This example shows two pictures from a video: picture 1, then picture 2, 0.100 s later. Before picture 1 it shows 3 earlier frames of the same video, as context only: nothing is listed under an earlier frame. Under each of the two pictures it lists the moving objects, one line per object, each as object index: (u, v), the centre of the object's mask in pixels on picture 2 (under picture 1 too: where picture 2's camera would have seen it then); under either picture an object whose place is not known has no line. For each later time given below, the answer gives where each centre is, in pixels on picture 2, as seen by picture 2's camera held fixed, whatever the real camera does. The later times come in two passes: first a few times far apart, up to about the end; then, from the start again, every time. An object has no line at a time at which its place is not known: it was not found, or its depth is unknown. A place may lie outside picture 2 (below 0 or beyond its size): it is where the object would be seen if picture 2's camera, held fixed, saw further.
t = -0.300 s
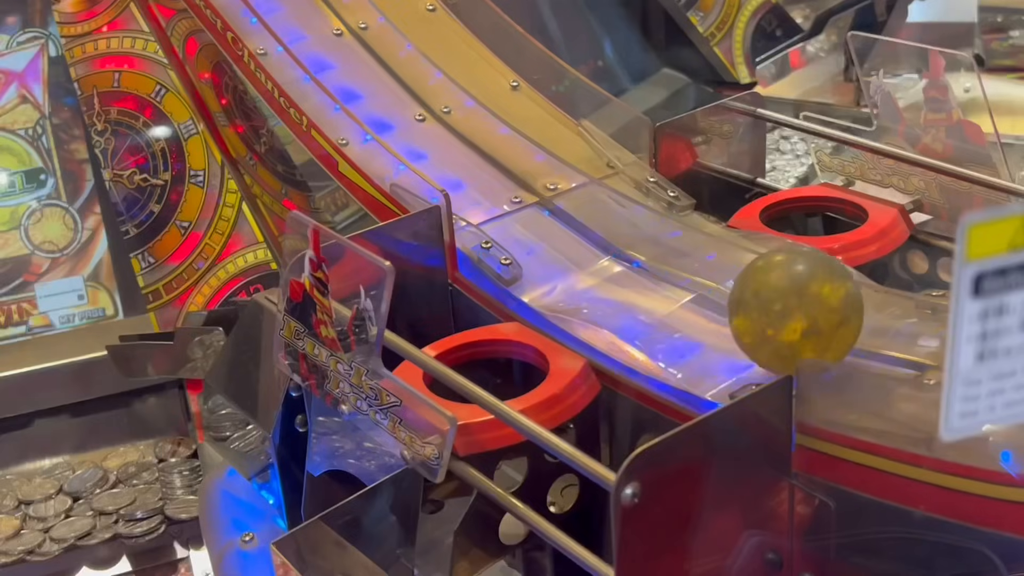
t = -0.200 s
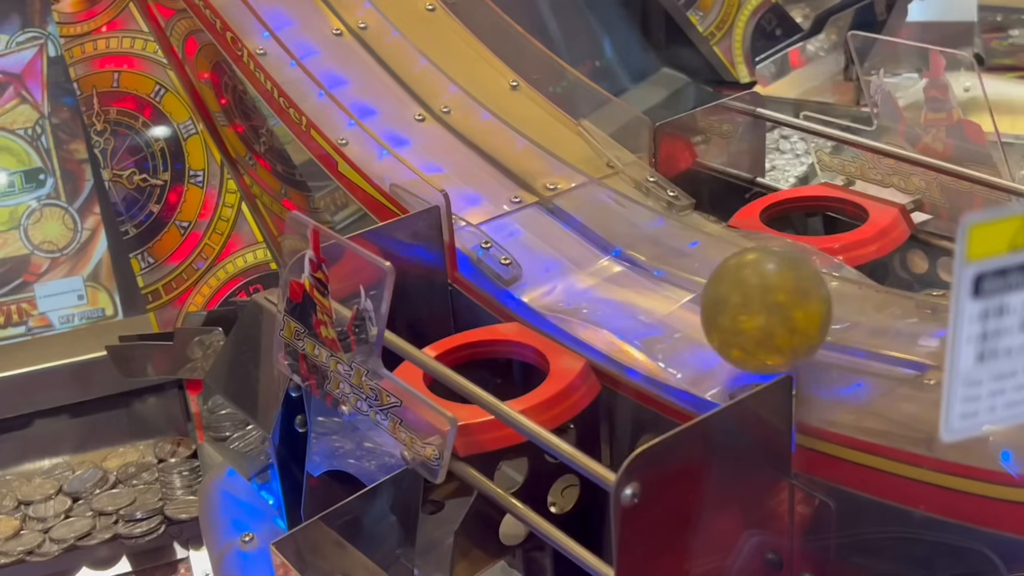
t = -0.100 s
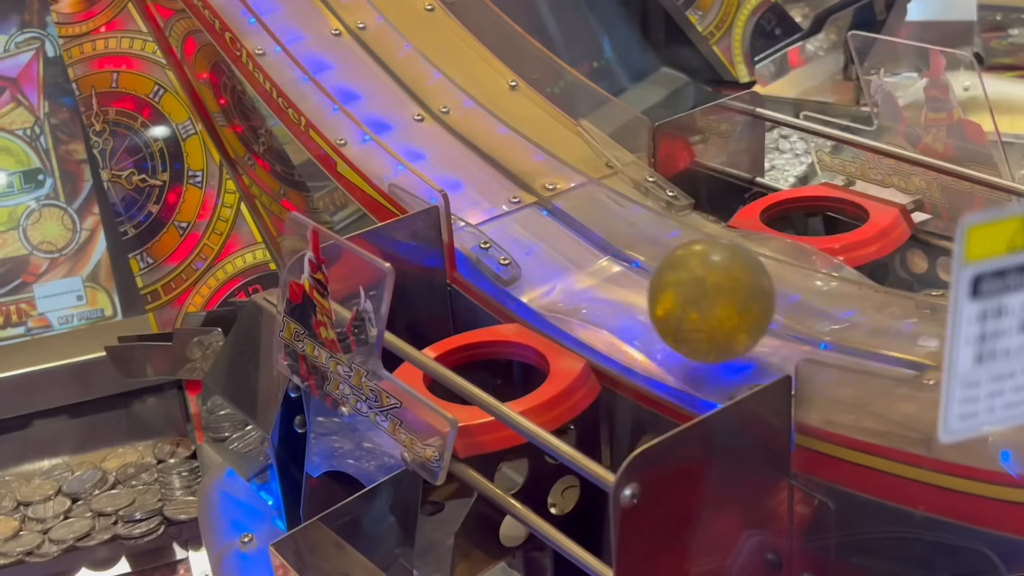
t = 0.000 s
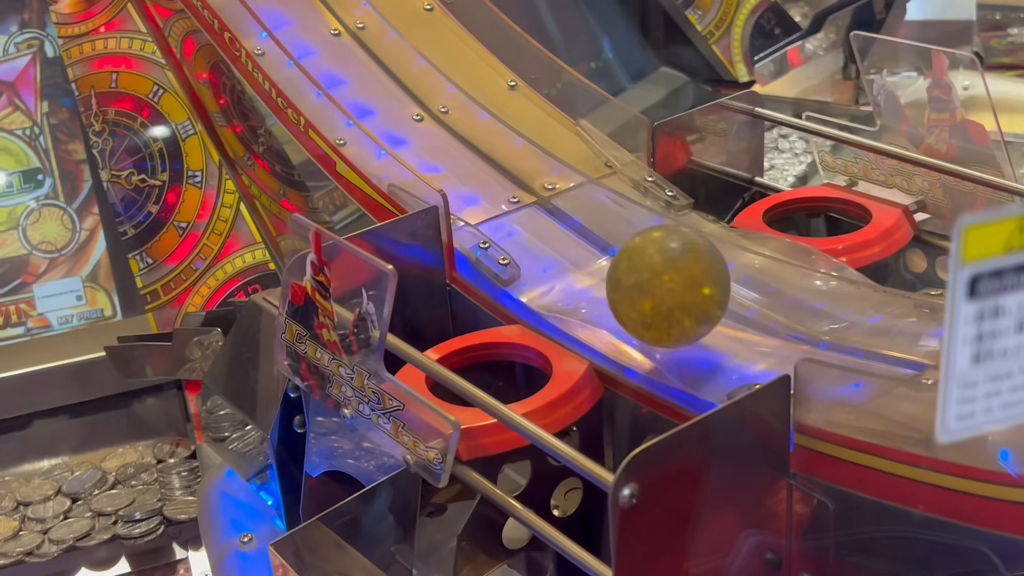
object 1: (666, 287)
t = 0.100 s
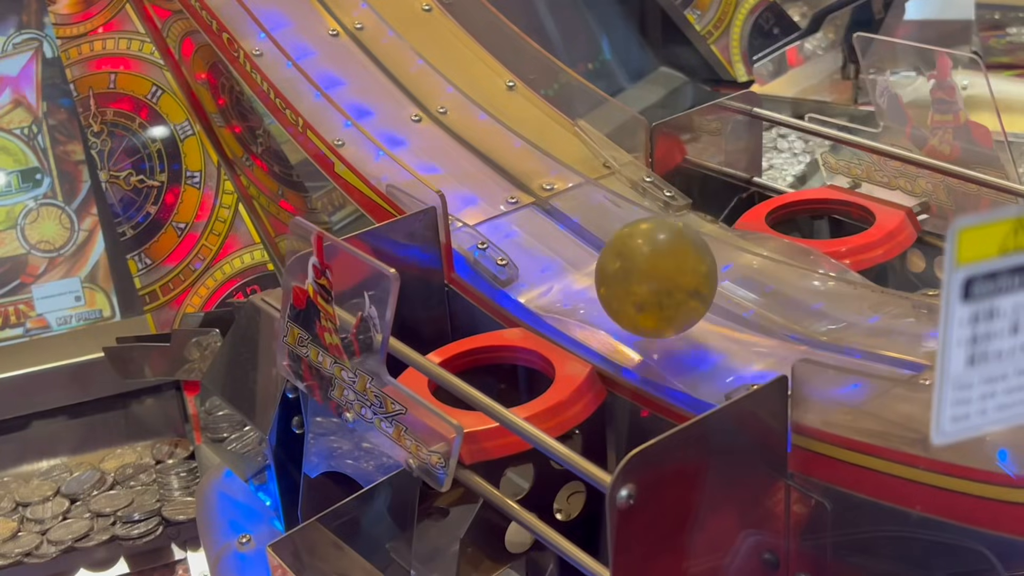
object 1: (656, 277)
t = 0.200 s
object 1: (674, 267)
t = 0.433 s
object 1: (680, 277)
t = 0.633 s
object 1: (722, 295)
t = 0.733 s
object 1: (734, 316)
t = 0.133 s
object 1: (659, 275)
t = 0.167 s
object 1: (666, 272)
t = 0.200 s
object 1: (674, 267)
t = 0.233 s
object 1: (675, 266)
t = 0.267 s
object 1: (671, 269)
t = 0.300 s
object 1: (666, 272)
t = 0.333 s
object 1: (665, 273)
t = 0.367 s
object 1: (667, 274)
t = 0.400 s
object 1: (672, 276)
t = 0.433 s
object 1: (680, 277)
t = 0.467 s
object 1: (691, 277)
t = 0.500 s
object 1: (700, 278)
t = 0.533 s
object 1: (708, 281)
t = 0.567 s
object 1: (713, 285)
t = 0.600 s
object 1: (718, 290)
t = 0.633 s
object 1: (722, 295)
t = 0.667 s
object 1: (727, 302)
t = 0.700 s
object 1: (730, 309)
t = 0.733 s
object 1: (734, 316)
